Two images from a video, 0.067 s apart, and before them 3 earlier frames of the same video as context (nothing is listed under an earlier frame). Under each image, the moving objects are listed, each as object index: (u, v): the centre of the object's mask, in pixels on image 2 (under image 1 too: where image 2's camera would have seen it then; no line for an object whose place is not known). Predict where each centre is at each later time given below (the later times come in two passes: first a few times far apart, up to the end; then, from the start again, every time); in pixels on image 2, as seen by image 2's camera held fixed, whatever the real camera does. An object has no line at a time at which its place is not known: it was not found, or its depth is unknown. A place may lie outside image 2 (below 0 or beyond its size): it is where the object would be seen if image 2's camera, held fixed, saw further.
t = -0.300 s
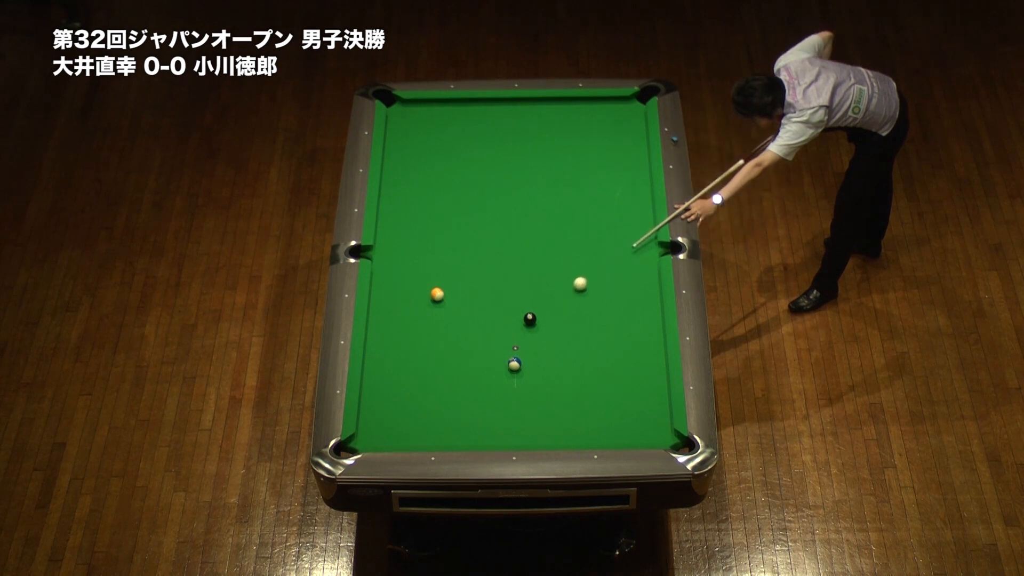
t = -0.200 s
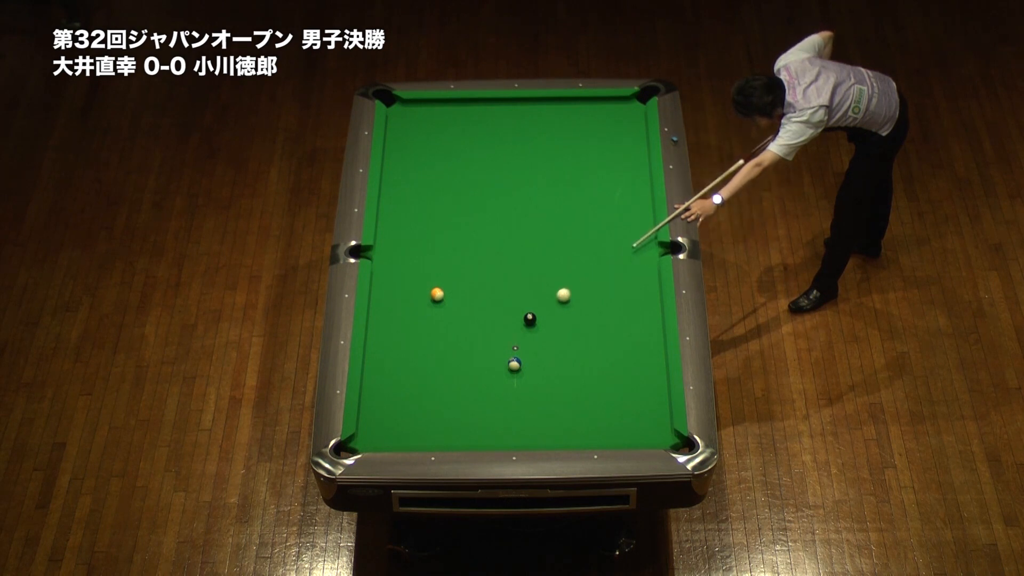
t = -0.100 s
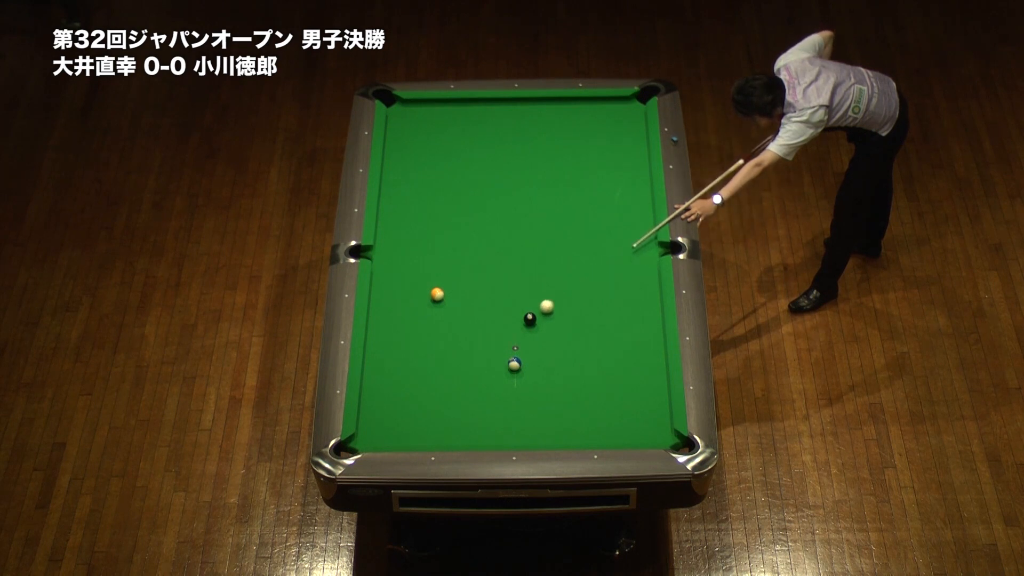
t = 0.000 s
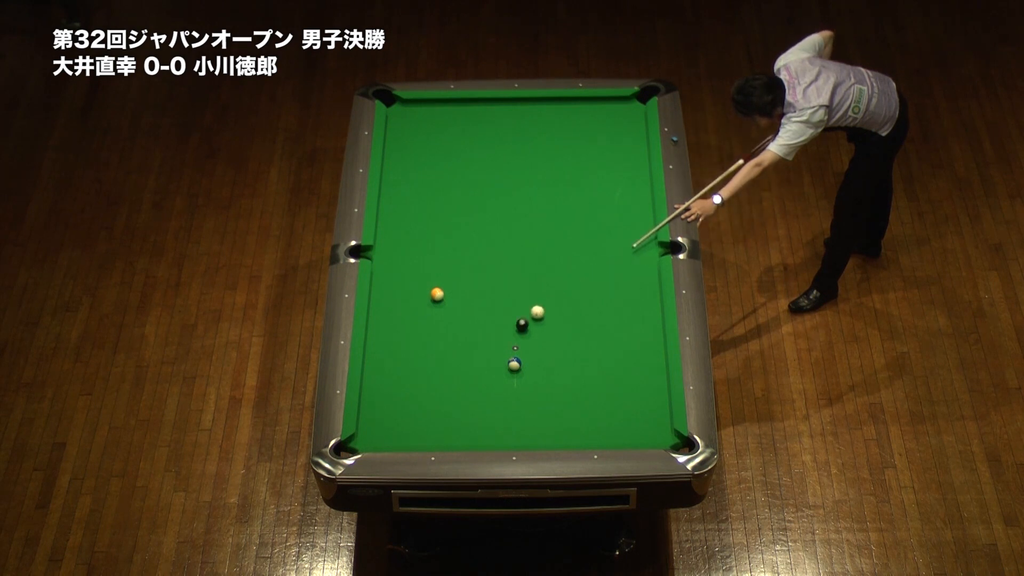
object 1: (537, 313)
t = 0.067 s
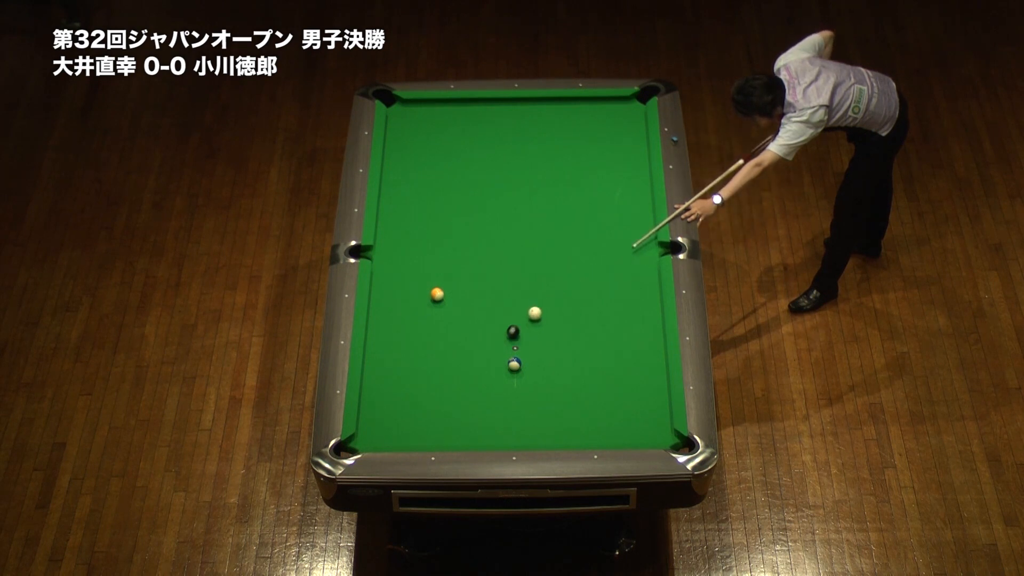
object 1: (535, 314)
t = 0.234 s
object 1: (527, 319)
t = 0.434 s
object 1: (518, 323)
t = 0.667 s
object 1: (508, 328)
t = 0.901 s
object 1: (499, 332)
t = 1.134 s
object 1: (491, 337)
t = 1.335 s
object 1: (484, 341)
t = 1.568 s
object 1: (477, 344)
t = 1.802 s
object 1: (471, 348)
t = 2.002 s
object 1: (466, 350)
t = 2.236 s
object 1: (461, 352)
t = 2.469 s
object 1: (458, 354)
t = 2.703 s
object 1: (455, 356)
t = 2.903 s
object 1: (453, 357)
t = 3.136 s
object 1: (451, 358)
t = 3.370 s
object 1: (450, 358)
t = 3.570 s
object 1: (450, 358)
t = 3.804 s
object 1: (450, 358)
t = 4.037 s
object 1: (451, 358)
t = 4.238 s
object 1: (450, 358)
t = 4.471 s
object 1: (450, 358)
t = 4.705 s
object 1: (449, 358)
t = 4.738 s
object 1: (446, 356)
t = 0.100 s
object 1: (533, 315)
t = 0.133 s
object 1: (532, 316)
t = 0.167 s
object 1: (530, 317)
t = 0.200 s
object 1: (528, 318)
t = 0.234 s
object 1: (527, 319)
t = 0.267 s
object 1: (525, 319)
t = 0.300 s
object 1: (524, 320)
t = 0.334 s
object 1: (522, 321)
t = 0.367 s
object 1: (521, 321)
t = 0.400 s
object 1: (519, 322)
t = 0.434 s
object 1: (518, 323)
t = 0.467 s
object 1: (516, 324)
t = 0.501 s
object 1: (515, 324)
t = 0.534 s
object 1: (514, 325)
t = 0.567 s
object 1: (512, 326)
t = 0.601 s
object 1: (511, 327)
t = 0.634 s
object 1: (510, 328)
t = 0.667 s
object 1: (508, 328)
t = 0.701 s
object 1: (507, 329)
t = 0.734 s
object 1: (505, 329)
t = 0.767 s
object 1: (504, 330)
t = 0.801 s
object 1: (503, 330)
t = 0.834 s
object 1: (502, 331)
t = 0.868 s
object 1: (500, 332)
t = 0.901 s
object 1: (499, 332)
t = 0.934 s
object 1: (498, 333)
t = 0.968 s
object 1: (497, 334)
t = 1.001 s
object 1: (496, 335)
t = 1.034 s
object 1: (494, 336)
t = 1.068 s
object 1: (493, 336)
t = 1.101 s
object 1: (492, 336)
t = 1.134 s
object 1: (491, 337)
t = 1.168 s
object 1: (490, 338)
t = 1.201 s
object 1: (489, 338)
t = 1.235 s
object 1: (488, 339)
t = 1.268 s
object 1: (486, 339)
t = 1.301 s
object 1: (485, 340)
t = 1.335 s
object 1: (484, 341)
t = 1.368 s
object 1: (483, 341)
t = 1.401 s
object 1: (482, 342)
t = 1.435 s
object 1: (481, 342)
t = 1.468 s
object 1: (480, 343)
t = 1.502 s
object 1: (479, 343)
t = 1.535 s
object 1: (478, 344)
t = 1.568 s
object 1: (477, 344)
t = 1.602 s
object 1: (476, 345)
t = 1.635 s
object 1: (476, 345)
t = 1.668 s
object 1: (475, 345)
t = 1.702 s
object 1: (474, 346)
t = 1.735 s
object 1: (473, 347)
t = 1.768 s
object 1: (472, 347)
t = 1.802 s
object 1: (471, 348)
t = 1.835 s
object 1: (470, 348)
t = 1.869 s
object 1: (469, 348)
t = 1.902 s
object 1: (469, 349)
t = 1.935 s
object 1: (468, 349)
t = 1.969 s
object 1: (467, 350)
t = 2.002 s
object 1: (466, 350)
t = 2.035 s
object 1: (465, 350)
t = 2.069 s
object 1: (465, 351)
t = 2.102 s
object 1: (464, 351)
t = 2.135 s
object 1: (464, 351)
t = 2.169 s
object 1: (463, 352)
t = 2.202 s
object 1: (462, 352)
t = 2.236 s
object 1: (461, 352)
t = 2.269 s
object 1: (461, 353)
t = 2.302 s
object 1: (460, 353)
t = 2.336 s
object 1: (460, 353)
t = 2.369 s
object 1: (459, 354)
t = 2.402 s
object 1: (459, 354)
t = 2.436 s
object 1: (458, 354)
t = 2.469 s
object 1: (458, 354)
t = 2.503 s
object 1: (457, 355)
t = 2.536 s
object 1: (457, 355)
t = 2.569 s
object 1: (456, 355)
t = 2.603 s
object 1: (456, 355)
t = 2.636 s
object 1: (455, 355)
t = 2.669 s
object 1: (455, 356)
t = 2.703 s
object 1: (455, 356)
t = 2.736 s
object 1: (454, 356)
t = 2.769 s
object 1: (454, 356)
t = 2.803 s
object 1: (453, 357)
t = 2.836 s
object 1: (453, 357)
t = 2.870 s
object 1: (453, 357)
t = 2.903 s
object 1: (453, 357)
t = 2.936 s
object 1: (452, 357)
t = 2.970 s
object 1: (452, 357)
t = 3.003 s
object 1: (452, 357)
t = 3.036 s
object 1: (452, 357)
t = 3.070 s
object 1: (451, 357)
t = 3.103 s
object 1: (451, 358)
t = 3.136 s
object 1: (451, 358)
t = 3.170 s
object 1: (451, 358)
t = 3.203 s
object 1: (451, 358)
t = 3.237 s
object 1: (451, 358)
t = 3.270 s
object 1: (450, 358)
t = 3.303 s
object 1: (450, 358)
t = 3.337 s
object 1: (450, 358)
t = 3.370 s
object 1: (450, 358)
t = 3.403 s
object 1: (450, 358)
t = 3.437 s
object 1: (450, 358)
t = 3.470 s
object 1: (450, 359)
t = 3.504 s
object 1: (450, 358)
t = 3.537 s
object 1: (450, 358)
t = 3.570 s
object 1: (450, 358)
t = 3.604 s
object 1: (450, 358)
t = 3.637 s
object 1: (450, 358)
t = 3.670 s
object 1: (450, 358)
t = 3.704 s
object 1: (450, 358)
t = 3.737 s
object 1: (450, 358)
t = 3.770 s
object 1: (450, 358)
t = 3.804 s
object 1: (450, 358)
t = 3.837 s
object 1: (450, 358)
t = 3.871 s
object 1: (450, 358)
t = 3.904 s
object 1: (450, 358)
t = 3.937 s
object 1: (450, 358)
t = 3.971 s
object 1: (450, 358)
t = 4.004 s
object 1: (450, 358)
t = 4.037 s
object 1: (451, 358)
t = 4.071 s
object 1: (450, 358)
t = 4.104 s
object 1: (450, 358)
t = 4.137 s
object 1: (450, 358)
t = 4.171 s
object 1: (450, 358)
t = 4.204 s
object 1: (450, 358)
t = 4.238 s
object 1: (450, 358)
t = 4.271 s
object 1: (450, 358)
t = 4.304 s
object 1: (450, 358)
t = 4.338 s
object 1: (450, 358)
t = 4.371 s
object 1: (450, 358)
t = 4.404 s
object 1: (450, 358)
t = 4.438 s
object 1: (450, 358)
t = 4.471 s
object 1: (450, 358)
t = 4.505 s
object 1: (450, 358)
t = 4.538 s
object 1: (450, 358)
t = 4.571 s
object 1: (450, 358)
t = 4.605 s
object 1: (450, 358)
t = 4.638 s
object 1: (450, 358)
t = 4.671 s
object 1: (450, 358)
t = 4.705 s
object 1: (449, 358)
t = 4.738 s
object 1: (446, 356)
